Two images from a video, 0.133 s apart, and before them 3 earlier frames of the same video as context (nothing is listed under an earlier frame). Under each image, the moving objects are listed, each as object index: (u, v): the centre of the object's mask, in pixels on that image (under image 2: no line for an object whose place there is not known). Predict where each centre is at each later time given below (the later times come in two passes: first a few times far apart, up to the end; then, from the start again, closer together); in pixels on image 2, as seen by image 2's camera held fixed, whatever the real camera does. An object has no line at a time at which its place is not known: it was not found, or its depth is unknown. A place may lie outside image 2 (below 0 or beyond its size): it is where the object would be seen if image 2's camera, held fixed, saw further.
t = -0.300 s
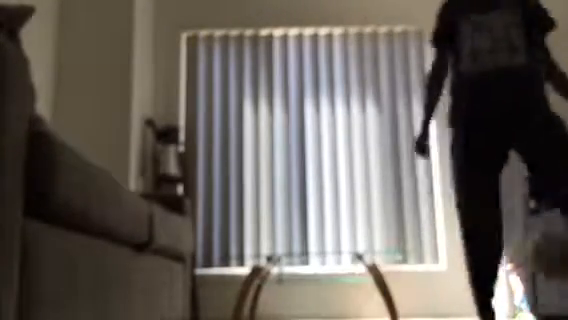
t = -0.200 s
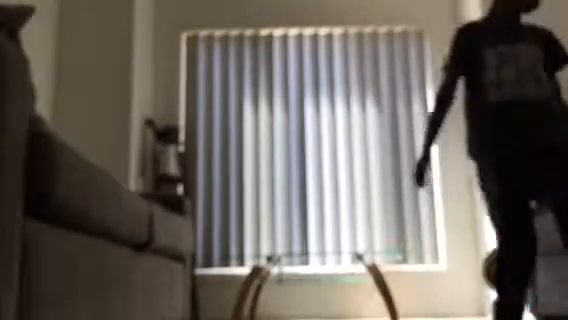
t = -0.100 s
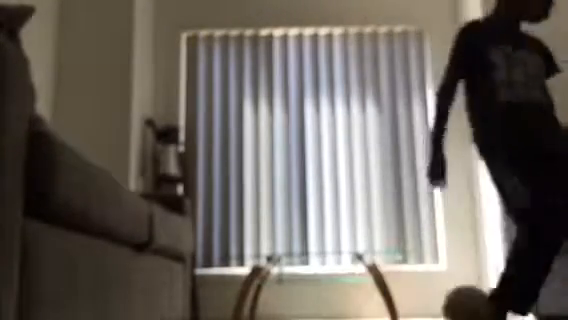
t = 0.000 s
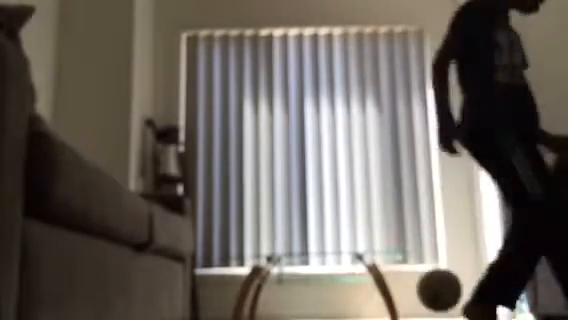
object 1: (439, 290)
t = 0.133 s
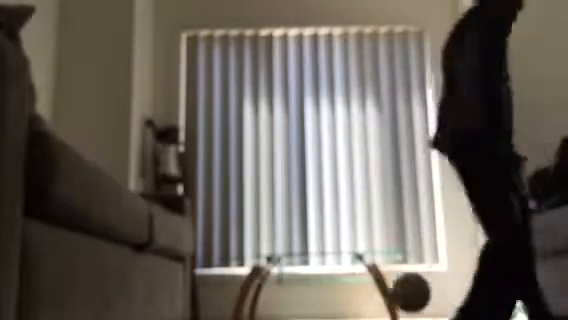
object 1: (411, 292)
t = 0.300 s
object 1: (379, 298)
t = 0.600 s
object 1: (307, 306)
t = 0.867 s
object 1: (259, 306)
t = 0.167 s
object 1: (405, 298)
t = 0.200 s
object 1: (398, 304)
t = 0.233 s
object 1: (392, 304)
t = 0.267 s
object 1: (386, 301)
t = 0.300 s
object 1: (379, 298)
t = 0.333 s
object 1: (373, 299)
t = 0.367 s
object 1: (365, 299)
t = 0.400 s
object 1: (355, 301)
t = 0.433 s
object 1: (346, 304)
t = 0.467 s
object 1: (337, 305)
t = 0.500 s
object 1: (329, 303)
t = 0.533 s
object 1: (321, 303)
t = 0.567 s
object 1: (313, 304)
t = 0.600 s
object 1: (307, 306)
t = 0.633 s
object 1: (299, 305)
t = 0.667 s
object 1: (292, 305)
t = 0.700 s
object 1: (286, 306)
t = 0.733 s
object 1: (279, 305)
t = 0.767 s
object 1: (272, 305)
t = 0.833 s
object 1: (262, 306)
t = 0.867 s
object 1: (259, 306)
